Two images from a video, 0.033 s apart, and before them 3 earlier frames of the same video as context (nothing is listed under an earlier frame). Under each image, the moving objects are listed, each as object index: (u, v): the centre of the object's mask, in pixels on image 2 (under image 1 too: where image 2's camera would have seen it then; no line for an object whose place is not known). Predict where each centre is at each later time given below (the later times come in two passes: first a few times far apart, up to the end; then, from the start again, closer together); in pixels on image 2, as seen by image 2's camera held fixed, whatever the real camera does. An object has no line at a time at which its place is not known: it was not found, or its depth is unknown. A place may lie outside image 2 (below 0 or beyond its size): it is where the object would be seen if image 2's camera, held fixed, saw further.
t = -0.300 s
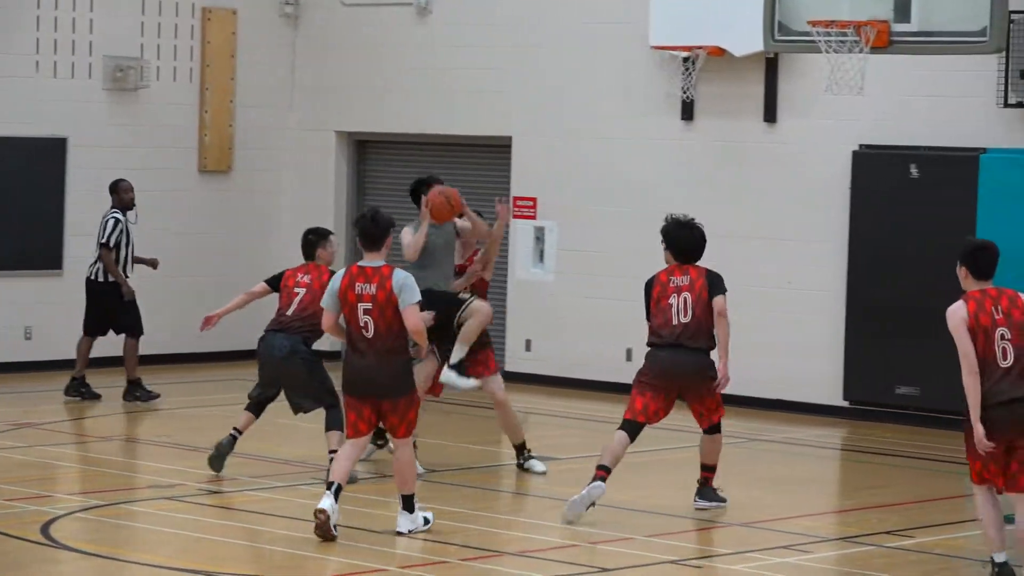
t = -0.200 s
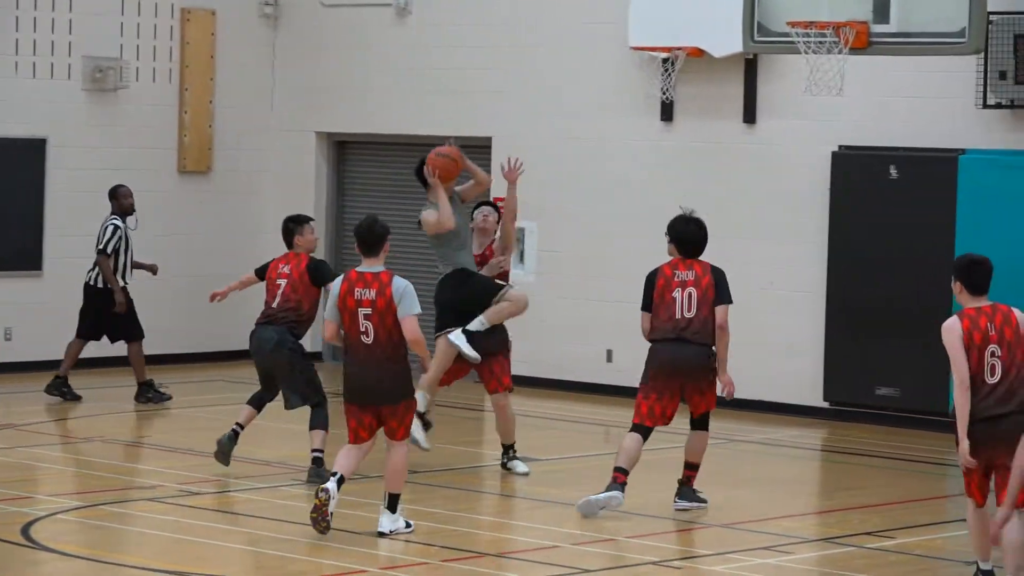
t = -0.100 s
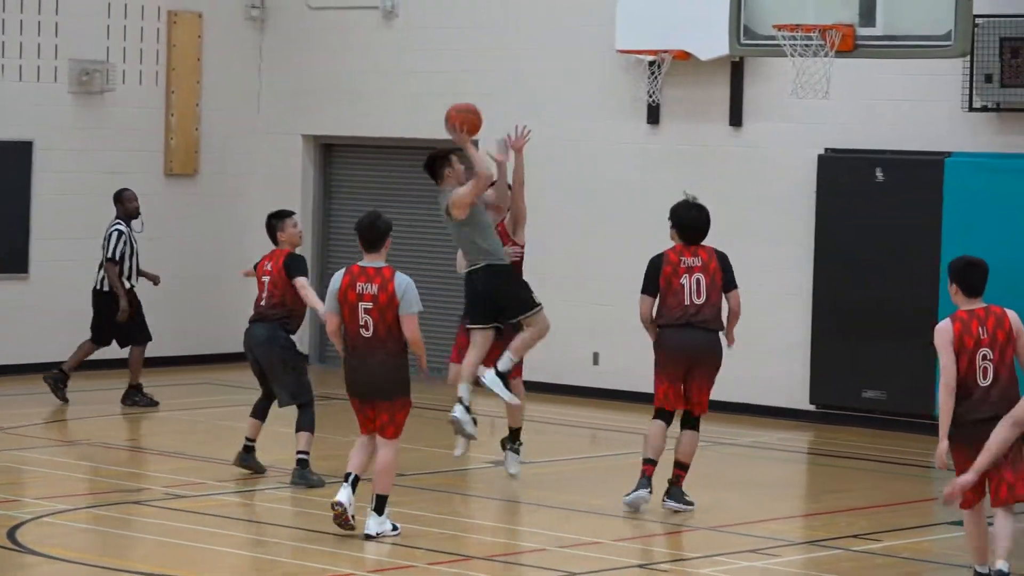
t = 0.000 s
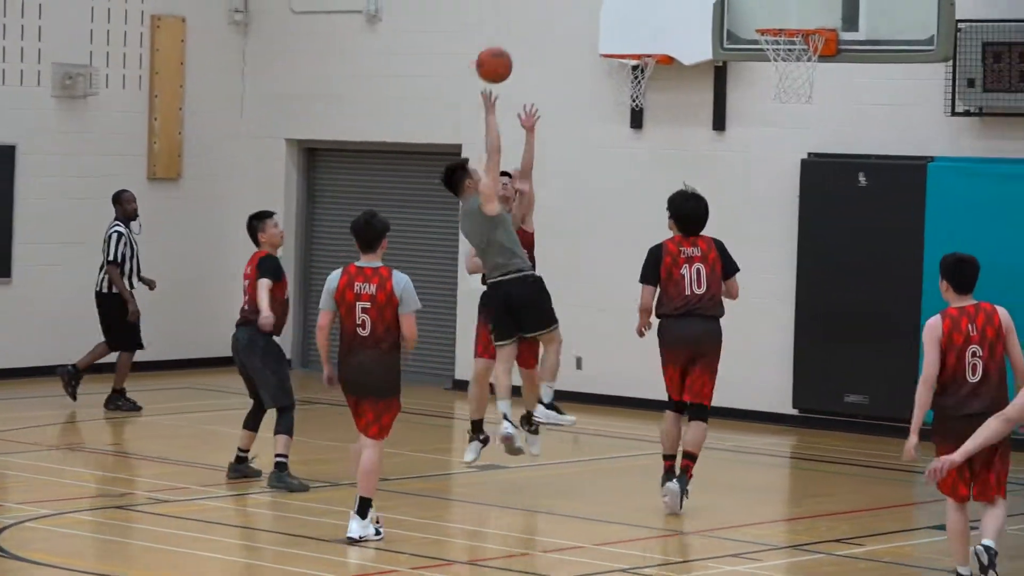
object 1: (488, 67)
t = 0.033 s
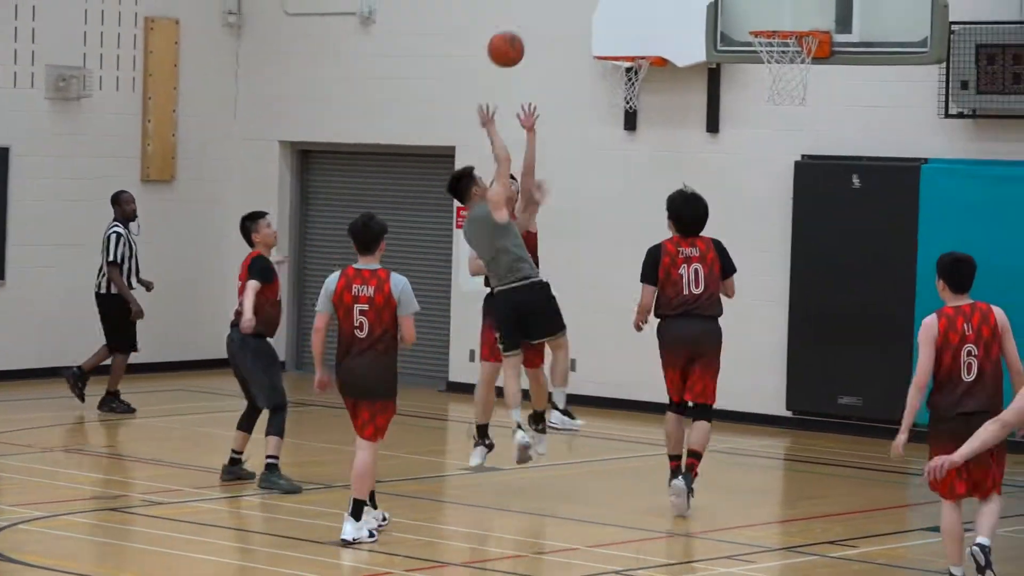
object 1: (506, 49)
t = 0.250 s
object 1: (620, -13)
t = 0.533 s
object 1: (759, -14)
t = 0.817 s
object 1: (764, 12)
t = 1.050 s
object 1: (733, 77)
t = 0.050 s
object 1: (515, 41)
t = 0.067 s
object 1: (523, 33)
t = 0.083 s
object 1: (532, 26)
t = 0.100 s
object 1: (541, 19)
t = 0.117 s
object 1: (550, 12)
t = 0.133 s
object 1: (559, 7)
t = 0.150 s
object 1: (568, 4)
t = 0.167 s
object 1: (576, 0)
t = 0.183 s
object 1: (585, -3)
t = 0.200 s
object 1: (594, -6)
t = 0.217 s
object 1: (603, -8)
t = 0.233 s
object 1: (611, -11)
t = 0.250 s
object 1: (620, -13)
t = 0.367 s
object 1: (679, -21)
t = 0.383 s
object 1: (686, -21)
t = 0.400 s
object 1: (695, -21)
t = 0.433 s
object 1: (711, -21)
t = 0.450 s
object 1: (719, -21)
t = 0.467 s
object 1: (727, -20)
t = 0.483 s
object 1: (735, -19)
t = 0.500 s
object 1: (743, -18)
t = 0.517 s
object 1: (751, -16)
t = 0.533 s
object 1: (759, -14)
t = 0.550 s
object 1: (767, -11)
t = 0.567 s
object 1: (775, -6)
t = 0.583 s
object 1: (783, -1)
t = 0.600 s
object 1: (790, 4)
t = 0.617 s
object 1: (788, 9)
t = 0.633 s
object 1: (786, 13)
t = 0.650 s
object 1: (783, 15)
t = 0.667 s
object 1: (782, 13)
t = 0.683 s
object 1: (780, 12)
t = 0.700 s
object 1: (778, 10)
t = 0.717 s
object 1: (776, 9)
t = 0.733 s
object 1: (774, 9)
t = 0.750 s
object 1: (772, 8)
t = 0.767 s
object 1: (770, 8)
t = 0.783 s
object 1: (768, 9)
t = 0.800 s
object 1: (766, 10)
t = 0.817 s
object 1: (764, 12)
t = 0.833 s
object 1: (762, 13)
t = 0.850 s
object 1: (760, 16)
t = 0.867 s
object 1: (758, 18)
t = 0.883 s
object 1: (756, 21)
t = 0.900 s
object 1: (754, 25)
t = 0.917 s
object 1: (751, 28)
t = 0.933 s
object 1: (749, 33)
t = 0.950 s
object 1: (747, 38)
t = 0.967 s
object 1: (745, 43)
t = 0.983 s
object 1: (742, 49)
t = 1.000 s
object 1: (740, 55)
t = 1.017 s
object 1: (738, 62)
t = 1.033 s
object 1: (736, 69)
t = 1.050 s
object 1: (733, 77)
